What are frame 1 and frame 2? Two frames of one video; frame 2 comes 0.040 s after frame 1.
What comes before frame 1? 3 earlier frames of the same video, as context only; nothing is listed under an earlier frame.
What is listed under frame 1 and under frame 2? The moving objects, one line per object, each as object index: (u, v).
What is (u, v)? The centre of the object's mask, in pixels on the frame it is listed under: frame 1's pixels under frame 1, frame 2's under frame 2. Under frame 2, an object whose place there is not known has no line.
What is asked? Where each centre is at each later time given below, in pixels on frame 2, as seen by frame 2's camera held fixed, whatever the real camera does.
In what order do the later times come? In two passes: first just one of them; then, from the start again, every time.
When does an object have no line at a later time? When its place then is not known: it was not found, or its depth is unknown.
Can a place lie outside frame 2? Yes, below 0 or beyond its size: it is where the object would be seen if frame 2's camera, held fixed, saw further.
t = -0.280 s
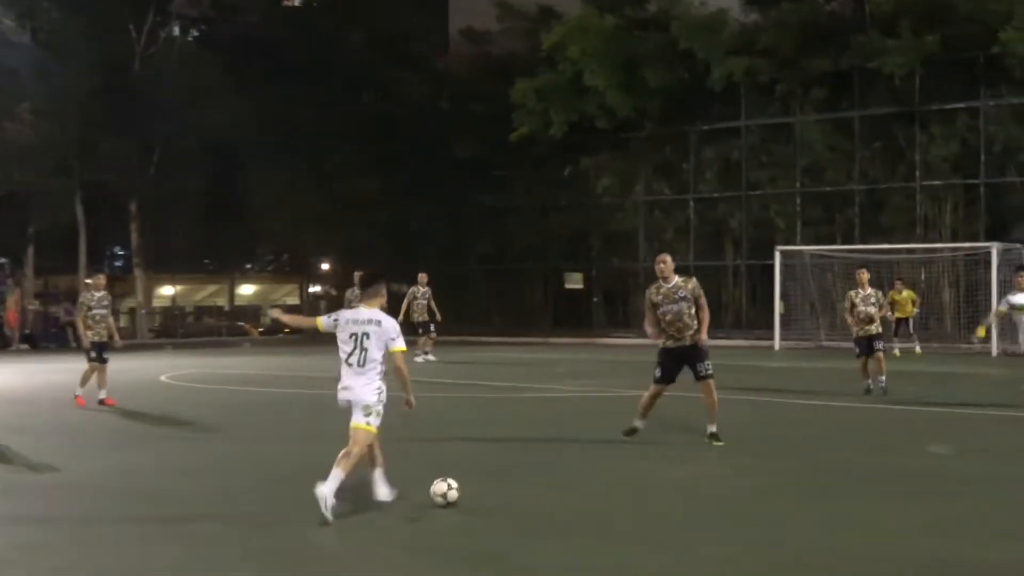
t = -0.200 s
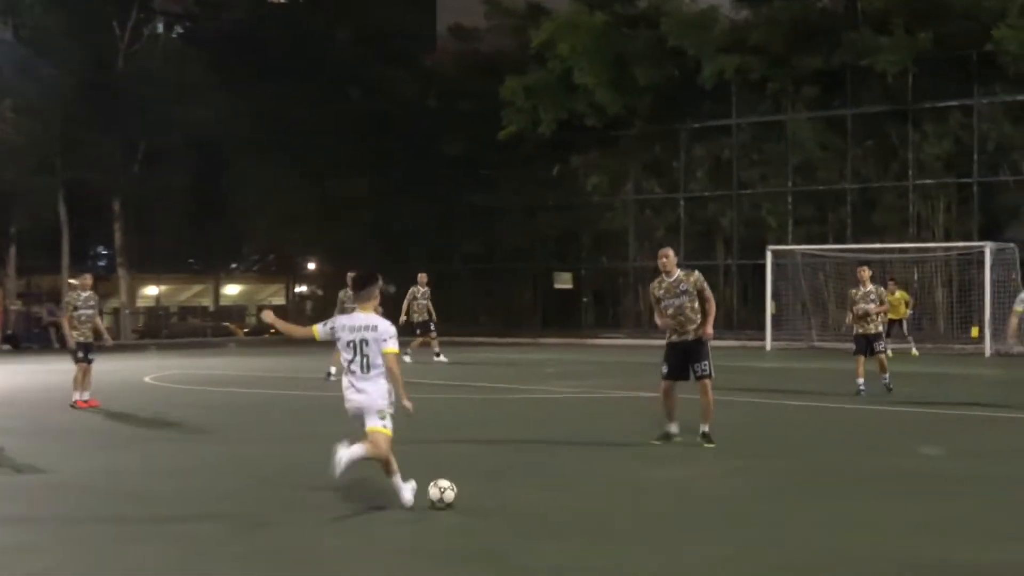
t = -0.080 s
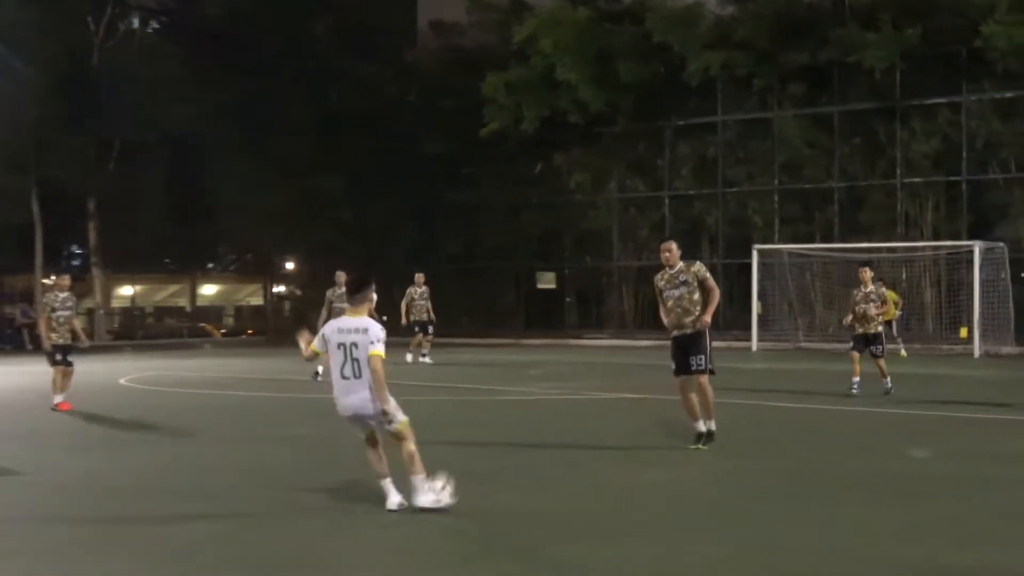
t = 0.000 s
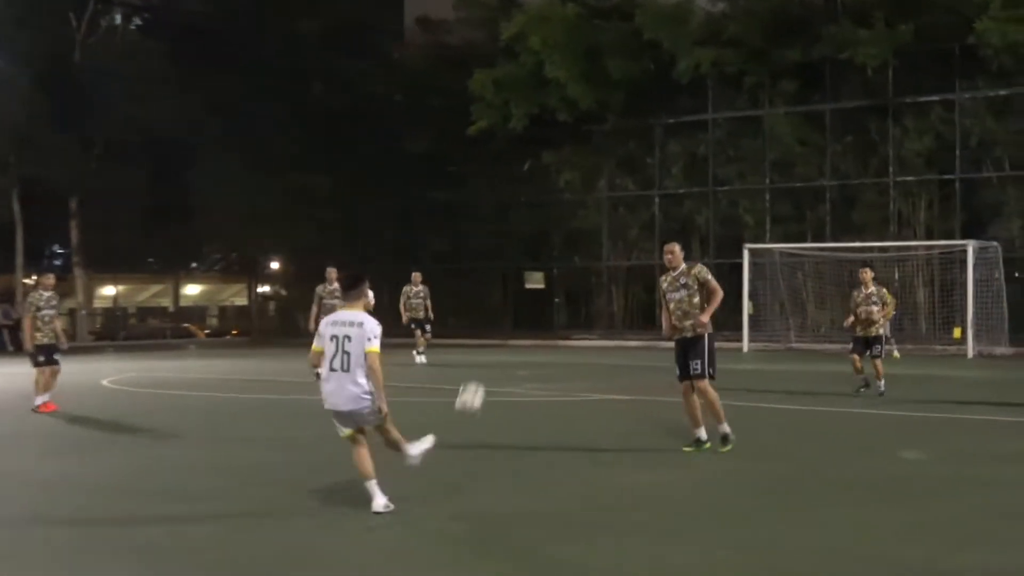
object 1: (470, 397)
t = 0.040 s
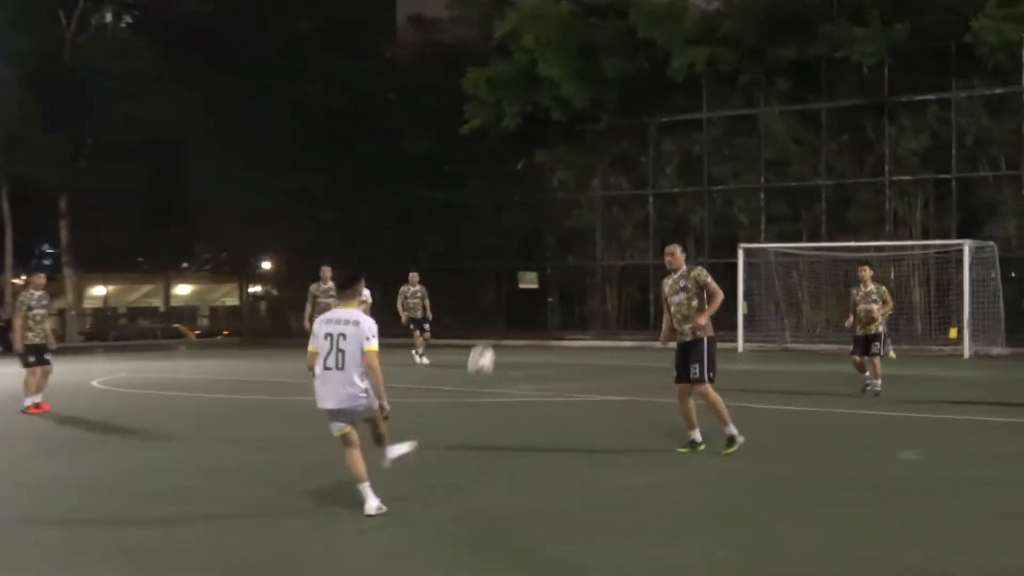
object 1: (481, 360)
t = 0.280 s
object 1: (540, 220)
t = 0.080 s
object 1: (496, 326)
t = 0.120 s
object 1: (508, 300)
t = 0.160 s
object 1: (518, 274)
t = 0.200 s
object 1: (527, 254)
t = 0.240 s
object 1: (534, 235)
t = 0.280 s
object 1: (540, 220)
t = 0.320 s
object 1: (544, 207)
